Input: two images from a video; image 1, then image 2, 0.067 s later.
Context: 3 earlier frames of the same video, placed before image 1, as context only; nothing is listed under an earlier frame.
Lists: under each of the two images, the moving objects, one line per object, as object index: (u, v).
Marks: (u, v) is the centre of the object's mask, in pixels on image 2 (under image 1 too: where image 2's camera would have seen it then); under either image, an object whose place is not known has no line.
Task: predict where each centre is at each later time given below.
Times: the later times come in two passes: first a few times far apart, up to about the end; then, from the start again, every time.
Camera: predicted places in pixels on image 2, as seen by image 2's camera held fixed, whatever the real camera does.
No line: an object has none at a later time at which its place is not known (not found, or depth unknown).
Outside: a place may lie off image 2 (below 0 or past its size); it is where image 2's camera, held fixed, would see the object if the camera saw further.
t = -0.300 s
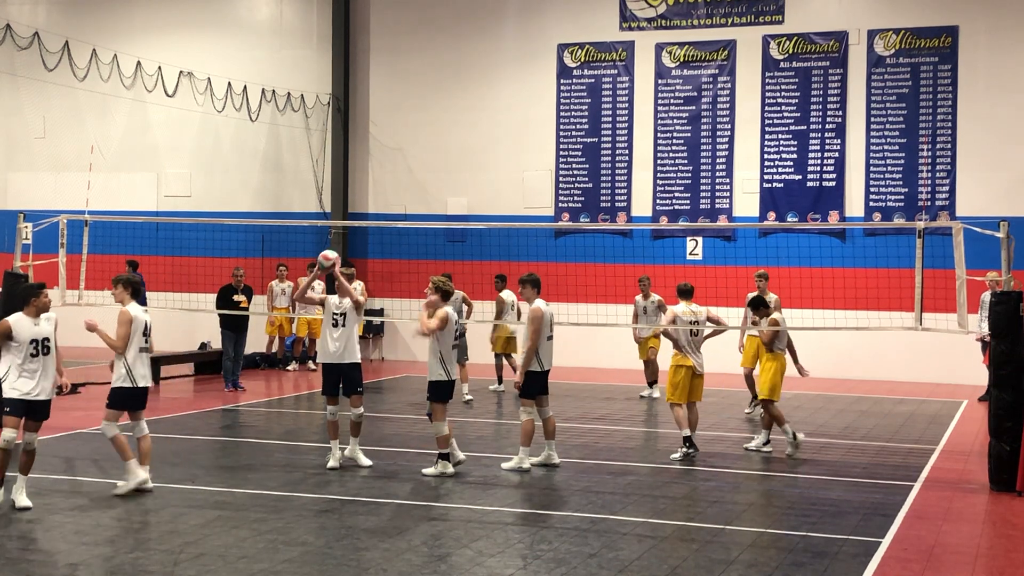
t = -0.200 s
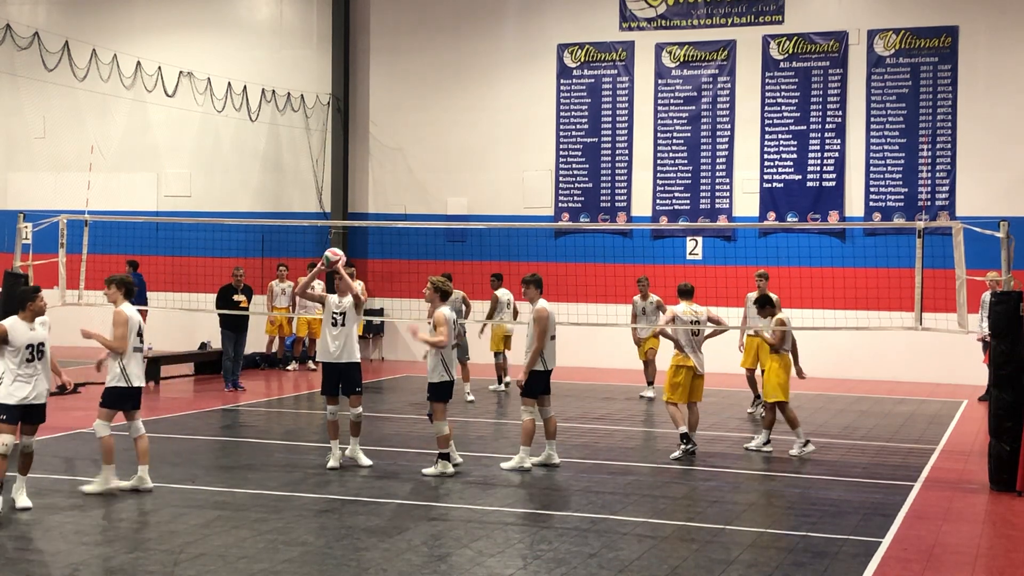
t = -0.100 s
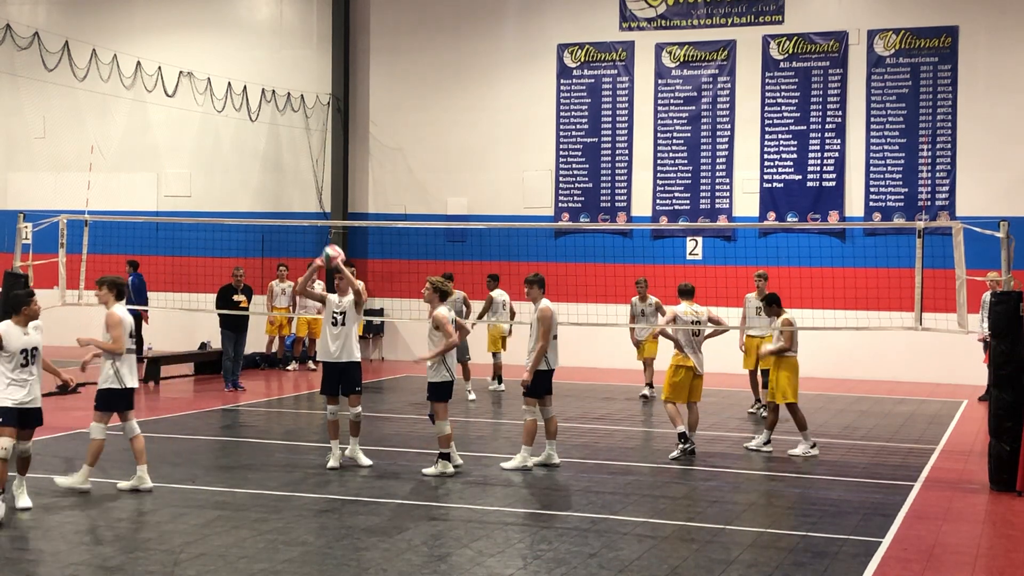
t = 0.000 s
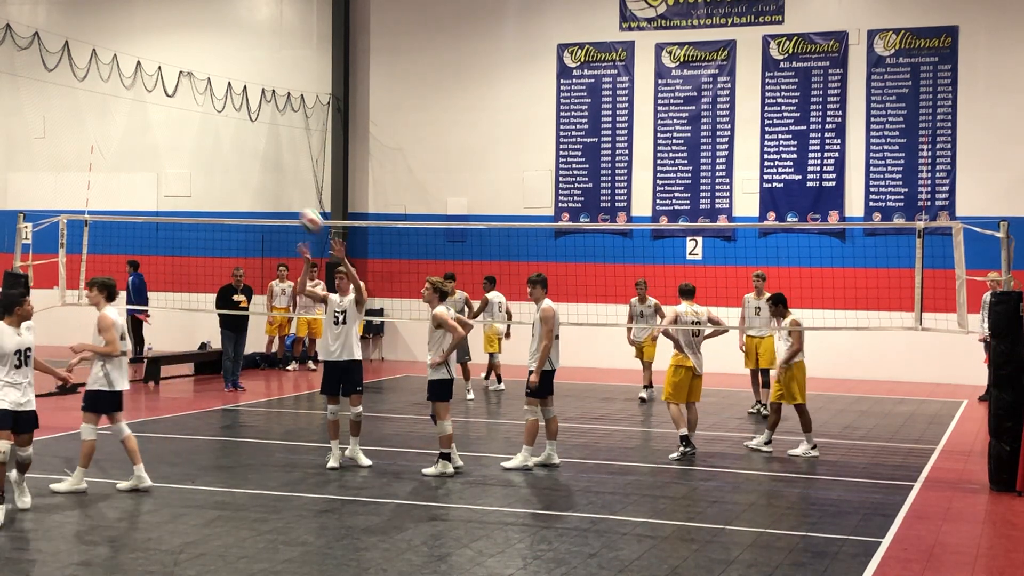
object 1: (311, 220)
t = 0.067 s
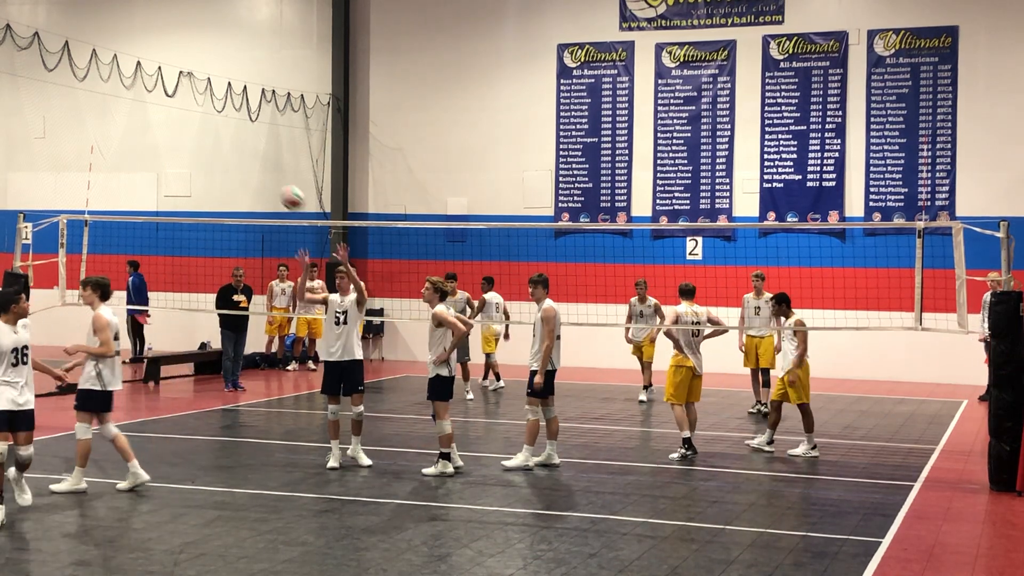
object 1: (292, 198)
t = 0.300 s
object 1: (221, 153)
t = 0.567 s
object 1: (126, 177)
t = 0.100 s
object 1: (283, 188)
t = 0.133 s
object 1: (273, 180)
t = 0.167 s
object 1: (262, 172)
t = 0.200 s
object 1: (252, 166)
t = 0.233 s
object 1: (242, 161)
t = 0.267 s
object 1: (232, 157)
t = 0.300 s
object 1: (221, 153)
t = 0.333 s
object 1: (210, 151)
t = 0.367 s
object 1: (199, 151)
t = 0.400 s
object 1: (187, 153)
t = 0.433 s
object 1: (174, 155)
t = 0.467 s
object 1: (163, 159)
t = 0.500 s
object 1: (151, 164)
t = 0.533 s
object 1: (139, 170)
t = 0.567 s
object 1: (126, 177)
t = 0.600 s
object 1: (113, 187)
